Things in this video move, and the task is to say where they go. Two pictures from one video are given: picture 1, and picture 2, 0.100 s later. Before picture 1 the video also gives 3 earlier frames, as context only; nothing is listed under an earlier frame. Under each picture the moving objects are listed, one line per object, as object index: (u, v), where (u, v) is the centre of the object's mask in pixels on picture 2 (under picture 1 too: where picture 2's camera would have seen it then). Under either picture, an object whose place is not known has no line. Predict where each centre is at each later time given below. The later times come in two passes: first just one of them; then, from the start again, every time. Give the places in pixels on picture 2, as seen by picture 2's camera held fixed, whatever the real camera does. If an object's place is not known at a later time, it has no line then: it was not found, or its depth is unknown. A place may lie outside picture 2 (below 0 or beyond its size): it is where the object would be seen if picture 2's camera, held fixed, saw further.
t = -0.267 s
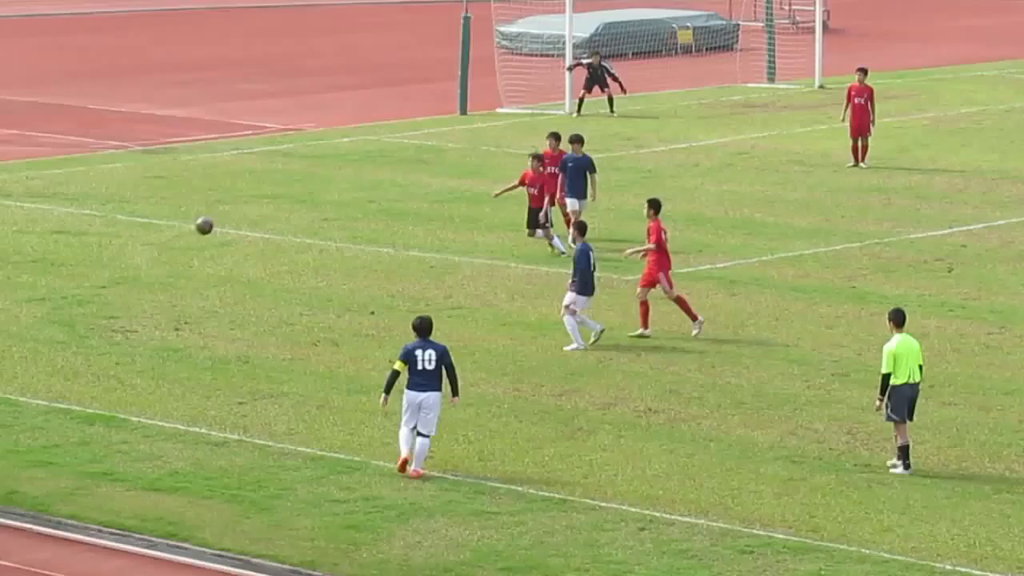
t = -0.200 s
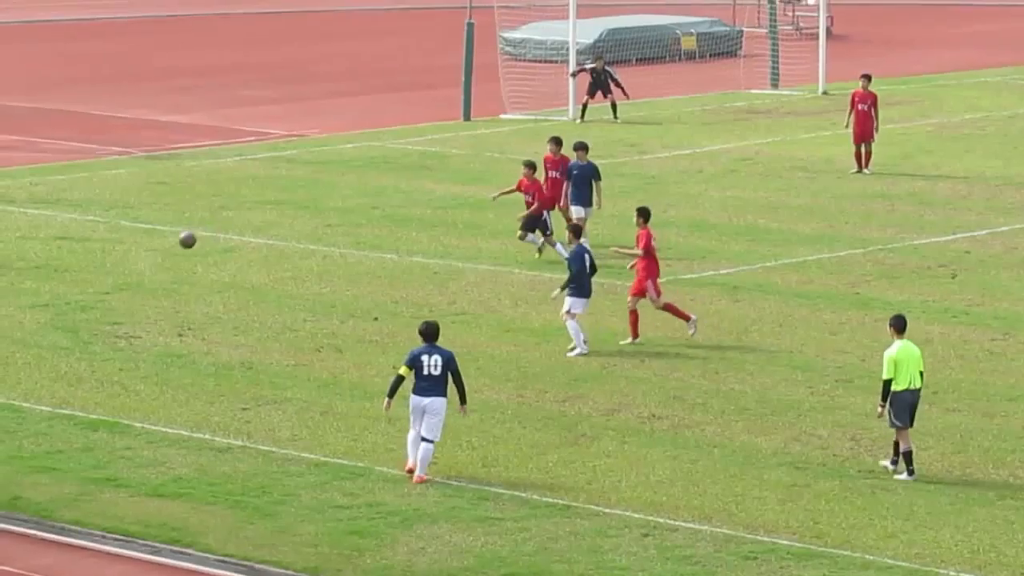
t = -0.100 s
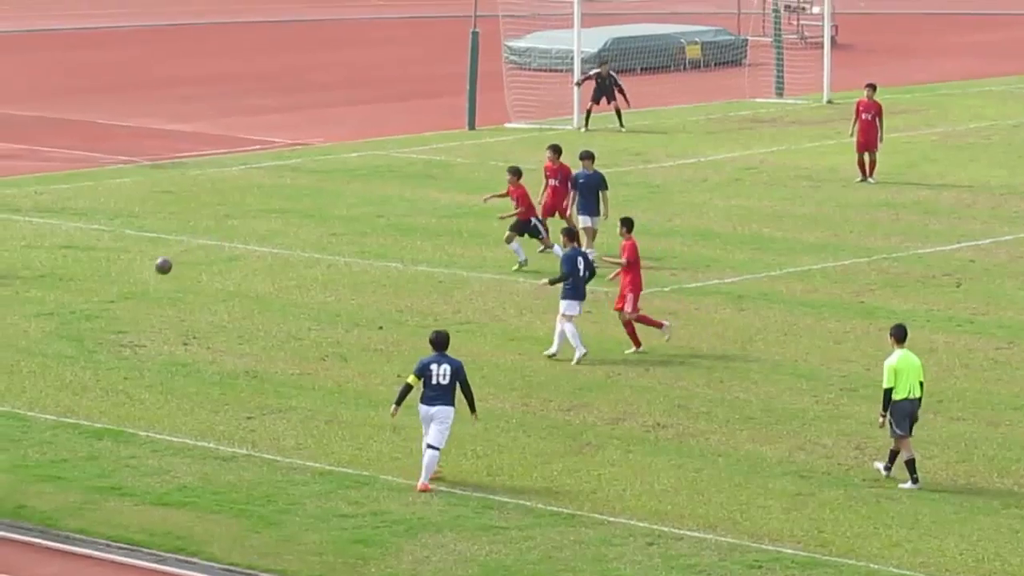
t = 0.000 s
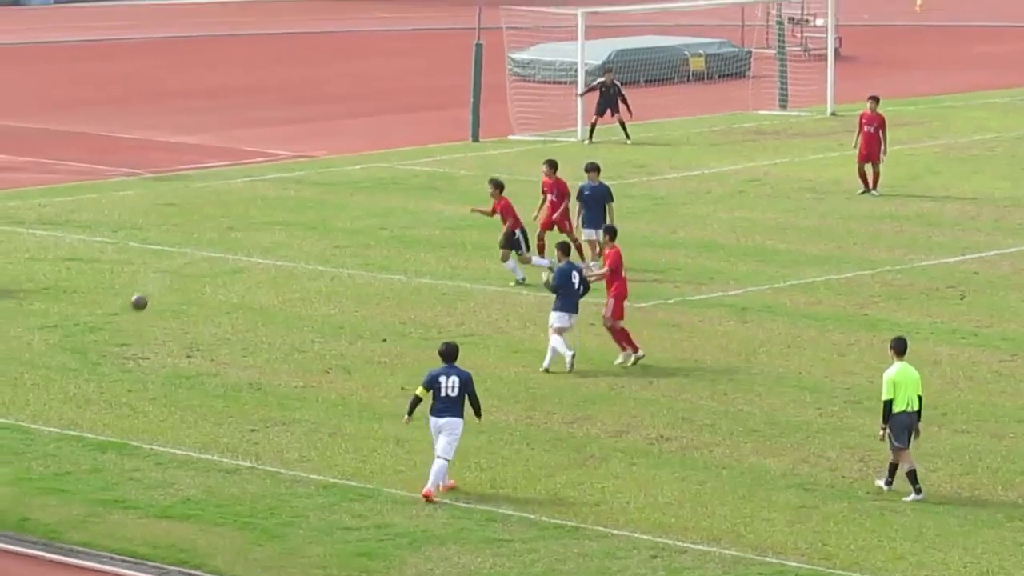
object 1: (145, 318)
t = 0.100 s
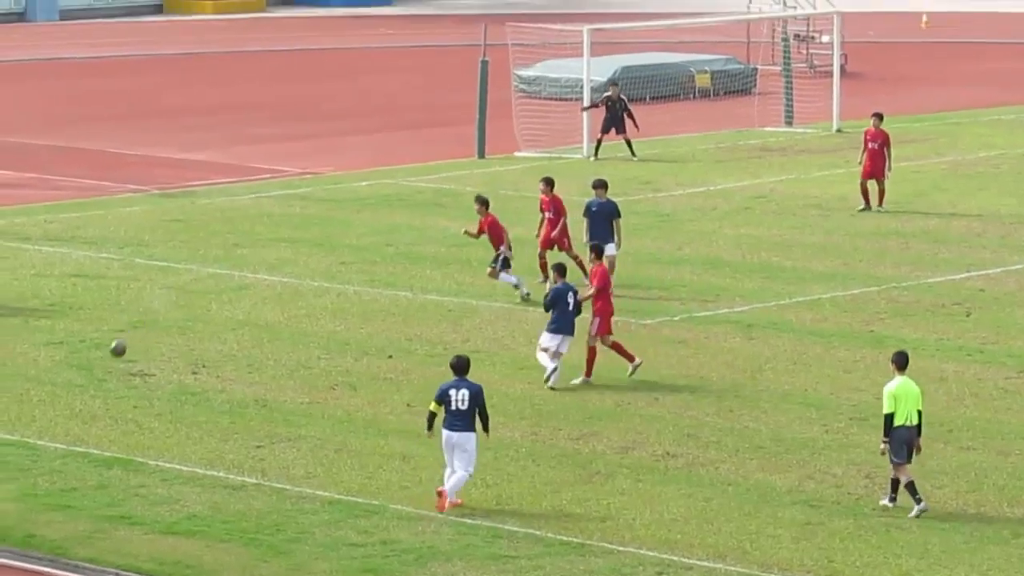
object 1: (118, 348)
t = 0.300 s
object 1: (84, 299)
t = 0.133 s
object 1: (109, 360)
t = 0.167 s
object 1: (103, 352)
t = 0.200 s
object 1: (98, 337)
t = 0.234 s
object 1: (93, 324)
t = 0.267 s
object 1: (88, 311)
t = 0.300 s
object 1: (84, 299)
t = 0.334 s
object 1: (79, 289)
